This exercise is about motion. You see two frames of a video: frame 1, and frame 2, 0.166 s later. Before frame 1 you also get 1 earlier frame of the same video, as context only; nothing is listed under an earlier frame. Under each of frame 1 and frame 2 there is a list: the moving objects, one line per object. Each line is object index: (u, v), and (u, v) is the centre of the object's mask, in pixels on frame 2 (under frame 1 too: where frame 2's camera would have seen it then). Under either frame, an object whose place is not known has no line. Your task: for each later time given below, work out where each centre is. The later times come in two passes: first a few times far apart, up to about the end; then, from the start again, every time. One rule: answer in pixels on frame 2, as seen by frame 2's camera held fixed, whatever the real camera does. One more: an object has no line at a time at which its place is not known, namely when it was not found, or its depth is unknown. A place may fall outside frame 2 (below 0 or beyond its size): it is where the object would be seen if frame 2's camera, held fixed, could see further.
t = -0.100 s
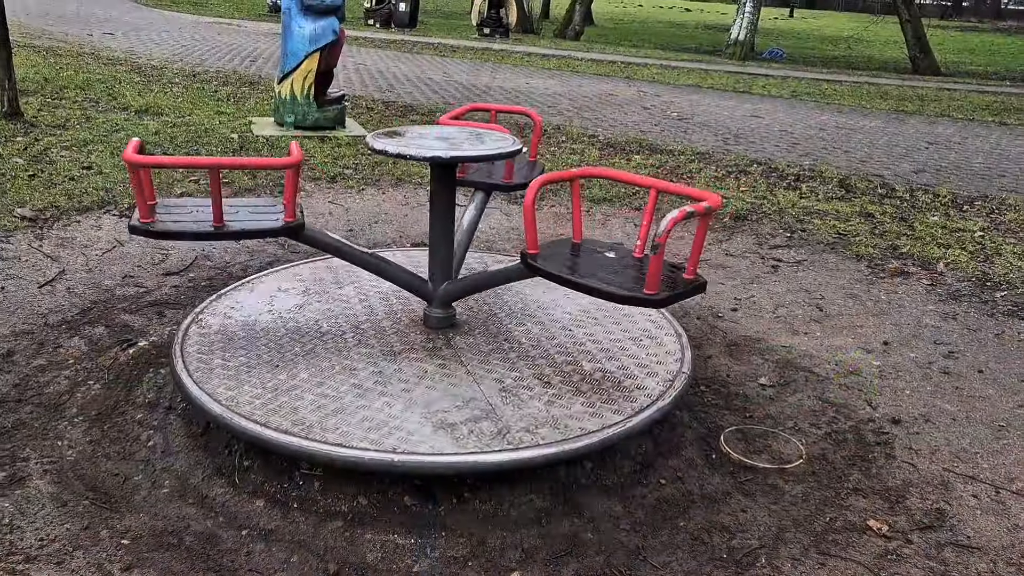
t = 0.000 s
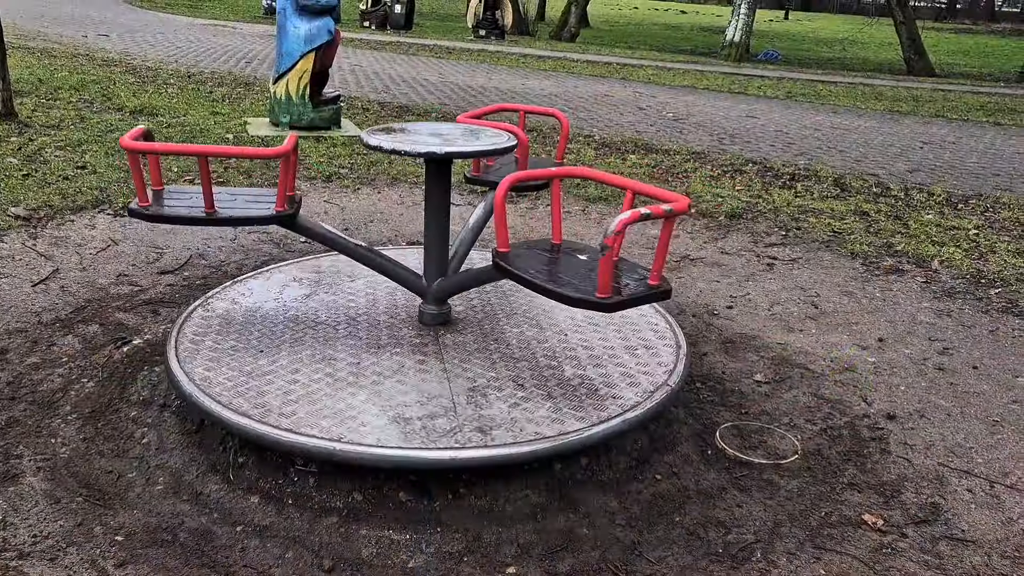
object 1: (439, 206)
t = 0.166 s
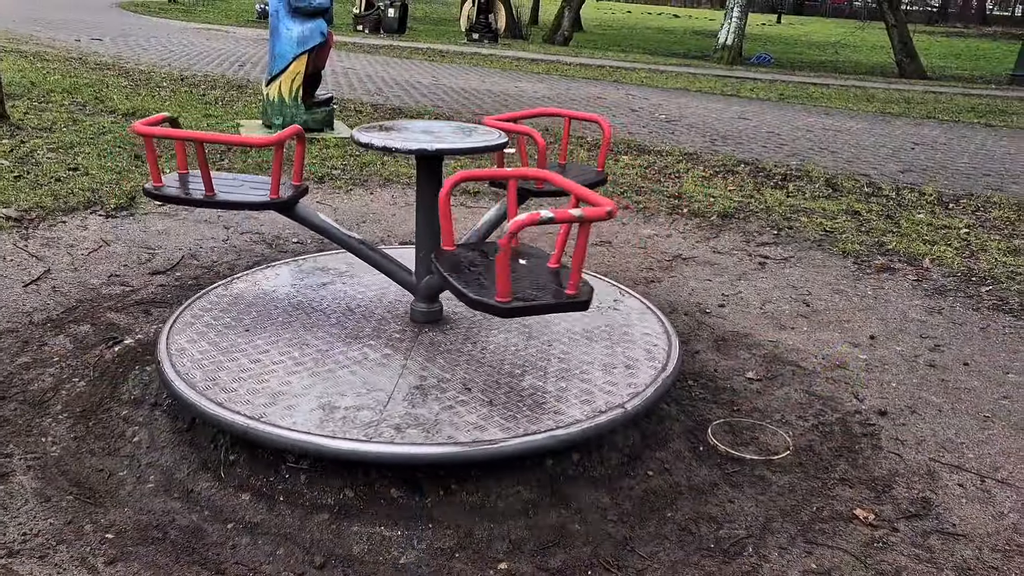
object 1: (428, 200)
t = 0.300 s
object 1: (427, 193)
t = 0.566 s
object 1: (425, 201)
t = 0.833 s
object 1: (411, 206)
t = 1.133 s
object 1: (432, 205)
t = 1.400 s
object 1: (427, 201)
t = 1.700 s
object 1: (427, 192)
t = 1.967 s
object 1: (422, 202)
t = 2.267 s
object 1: (416, 204)
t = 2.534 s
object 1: (437, 205)
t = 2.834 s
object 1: (426, 199)
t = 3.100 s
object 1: (430, 194)
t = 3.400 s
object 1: (423, 206)
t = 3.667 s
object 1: (427, 206)
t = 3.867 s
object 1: (439, 206)
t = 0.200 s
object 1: (428, 199)
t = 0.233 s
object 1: (427, 196)
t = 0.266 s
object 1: (428, 194)
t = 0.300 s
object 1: (427, 193)
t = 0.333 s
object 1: (429, 193)
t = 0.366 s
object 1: (430, 193)
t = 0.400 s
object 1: (430, 194)
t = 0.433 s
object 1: (429, 194)
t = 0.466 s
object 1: (427, 195)
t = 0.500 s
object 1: (426, 198)
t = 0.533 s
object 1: (426, 200)
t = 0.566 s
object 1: (425, 201)
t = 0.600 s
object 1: (423, 203)
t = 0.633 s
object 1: (422, 204)
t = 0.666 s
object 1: (421, 205)
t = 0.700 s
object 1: (420, 206)
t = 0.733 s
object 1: (418, 206)
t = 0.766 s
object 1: (415, 207)
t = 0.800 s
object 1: (413, 207)
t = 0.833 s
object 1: (411, 206)
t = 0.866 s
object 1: (411, 206)
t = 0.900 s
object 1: (415, 205)
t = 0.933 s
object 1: (417, 205)
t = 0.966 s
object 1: (419, 205)
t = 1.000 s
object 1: (421, 205)
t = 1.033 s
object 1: (424, 205)
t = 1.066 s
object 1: (426, 205)
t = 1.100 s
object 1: (430, 205)
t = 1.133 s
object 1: (432, 205)
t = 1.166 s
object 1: (433, 204)
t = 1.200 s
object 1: (436, 205)
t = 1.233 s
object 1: (435, 205)
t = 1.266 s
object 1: (434, 204)
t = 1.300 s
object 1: (433, 203)
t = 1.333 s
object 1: (431, 203)
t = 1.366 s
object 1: (429, 202)
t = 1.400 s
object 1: (427, 201)
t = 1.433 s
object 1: (425, 200)
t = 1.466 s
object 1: (423, 199)
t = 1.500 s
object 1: (422, 198)
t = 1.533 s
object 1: (422, 196)
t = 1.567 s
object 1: (422, 194)
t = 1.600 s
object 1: (423, 191)
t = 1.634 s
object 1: (425, 190)
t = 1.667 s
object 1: (426, 191)
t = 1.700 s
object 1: (427, 192)
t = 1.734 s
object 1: (427, 192)
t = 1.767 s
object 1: (427, 193)
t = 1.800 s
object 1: (425, 194)
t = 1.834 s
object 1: (427, 197)
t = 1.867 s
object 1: (424, 198)
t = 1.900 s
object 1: (424, 200)
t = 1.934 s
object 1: (423, 201)
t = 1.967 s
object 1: (422, 202)
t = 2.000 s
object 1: (420, 203)
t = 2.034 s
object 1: (419, 204)
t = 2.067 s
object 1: (416, 205)
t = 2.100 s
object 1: (415, 206)
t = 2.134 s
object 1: (413, 206)
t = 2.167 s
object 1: (411, 206)
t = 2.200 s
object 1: (410, 206)
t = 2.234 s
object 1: (415, 204)
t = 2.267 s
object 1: (416, 204)
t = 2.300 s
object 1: (418, 204)
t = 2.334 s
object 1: (420, 204)
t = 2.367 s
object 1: (423, 204)
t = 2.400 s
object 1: (426, 204)
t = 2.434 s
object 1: (430, 204)
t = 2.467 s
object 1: (432, 204)
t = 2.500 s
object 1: (432, 205)
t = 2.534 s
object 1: (437, 205)
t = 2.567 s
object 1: (437, 205)
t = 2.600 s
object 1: (436, 205)
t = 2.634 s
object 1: (434, 204)
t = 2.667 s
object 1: (433, 203)
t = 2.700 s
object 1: (431, 203)
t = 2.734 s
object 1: (429, 202)
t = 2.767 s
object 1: (428, 201)
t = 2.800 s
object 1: (427, 200)
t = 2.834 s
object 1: (426, 199)
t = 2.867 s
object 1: (426, 197)
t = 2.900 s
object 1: (426, 196)
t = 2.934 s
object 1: (427, 193)
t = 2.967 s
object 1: (426, 193)
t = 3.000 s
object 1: (428, 192)
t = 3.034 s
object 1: (430, 193)
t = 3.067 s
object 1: (431, 193)
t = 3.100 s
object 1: (430, 194)
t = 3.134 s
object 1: (428, 194)
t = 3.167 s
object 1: (428, 197)
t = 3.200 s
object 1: (428, 199)
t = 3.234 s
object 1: (428, 201)
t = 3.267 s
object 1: (428, 203)
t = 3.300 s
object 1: (426, 203)
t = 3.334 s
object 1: (425, 205)
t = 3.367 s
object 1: (424, 205)
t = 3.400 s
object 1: (423, 206)
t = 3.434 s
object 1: (422, 207)
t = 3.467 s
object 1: (420, 207)
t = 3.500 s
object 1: (419, 207)
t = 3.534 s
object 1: (418, 207)
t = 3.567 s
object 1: (417, 208)
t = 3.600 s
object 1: (423, 206)
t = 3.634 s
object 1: (424, 207)
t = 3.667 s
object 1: (427, 206)
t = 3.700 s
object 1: (429, 206)
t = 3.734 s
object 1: (431, 206)
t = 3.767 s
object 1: (433, 206)
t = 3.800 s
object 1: (436, 207)
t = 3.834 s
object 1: (438, 207)
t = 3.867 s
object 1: (439, 206)
